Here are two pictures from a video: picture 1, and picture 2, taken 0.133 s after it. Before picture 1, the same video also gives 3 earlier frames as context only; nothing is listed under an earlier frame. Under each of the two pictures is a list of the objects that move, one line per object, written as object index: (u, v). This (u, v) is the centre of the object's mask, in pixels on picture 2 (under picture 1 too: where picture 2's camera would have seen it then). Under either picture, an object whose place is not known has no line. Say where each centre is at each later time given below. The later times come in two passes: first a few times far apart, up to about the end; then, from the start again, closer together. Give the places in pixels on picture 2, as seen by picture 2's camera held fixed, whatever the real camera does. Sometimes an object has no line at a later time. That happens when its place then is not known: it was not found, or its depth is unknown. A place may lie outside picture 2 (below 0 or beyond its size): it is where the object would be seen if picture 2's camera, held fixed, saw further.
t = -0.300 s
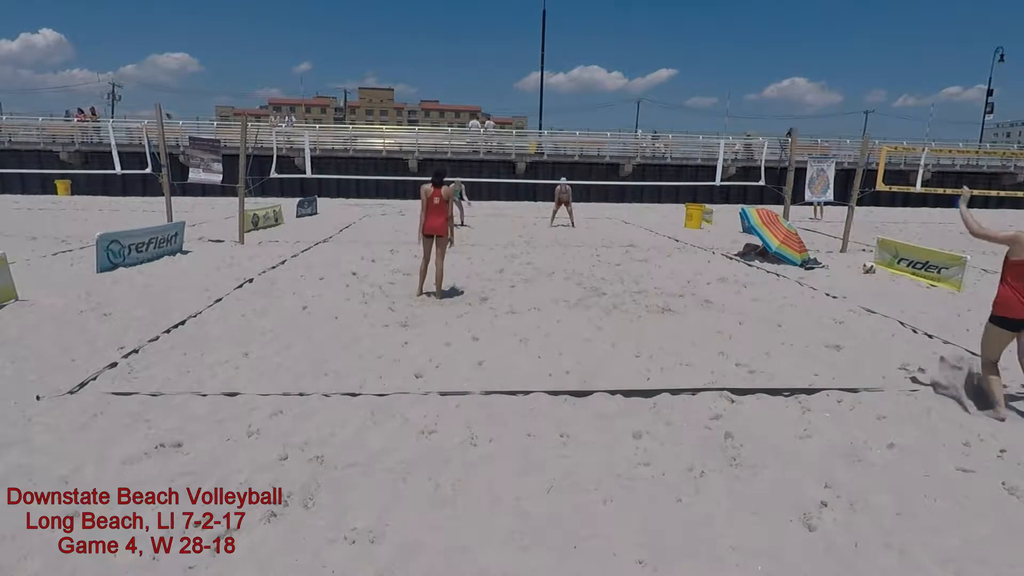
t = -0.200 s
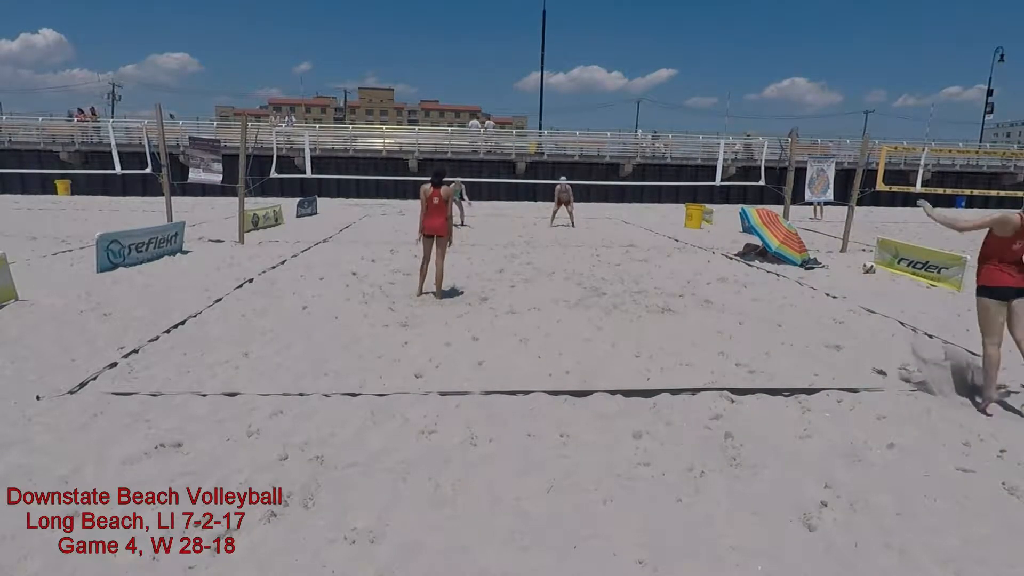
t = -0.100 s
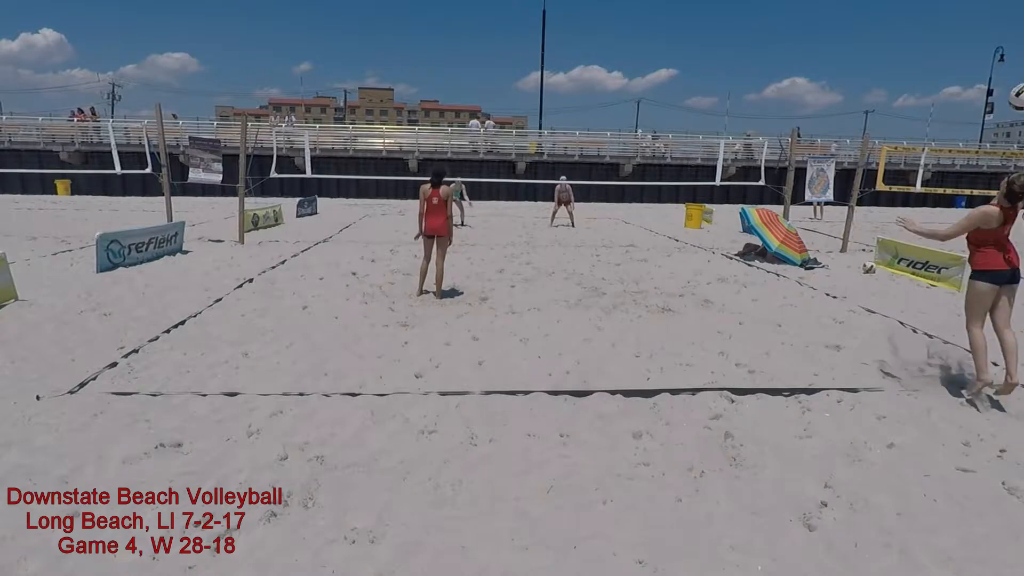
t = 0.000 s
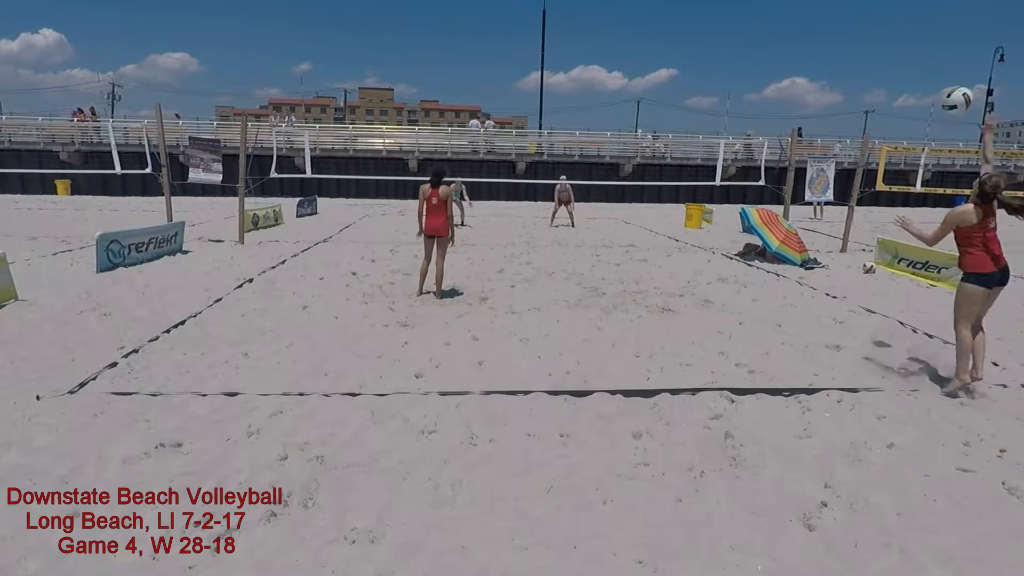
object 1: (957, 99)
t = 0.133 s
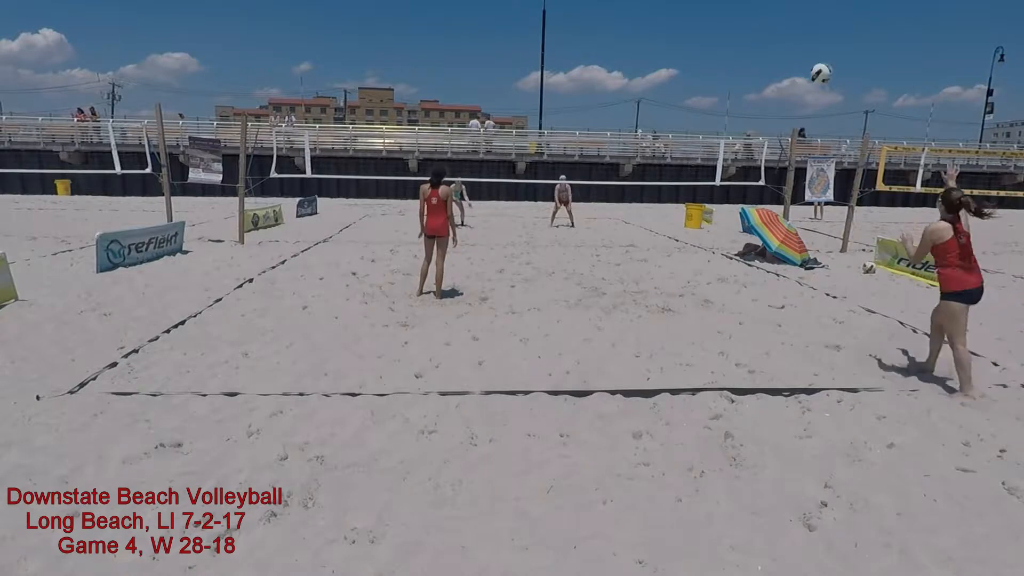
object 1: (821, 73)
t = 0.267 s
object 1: (732, 70)
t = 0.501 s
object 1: (634, 90)
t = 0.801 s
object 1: (563, 146)
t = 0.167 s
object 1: (795, 71)
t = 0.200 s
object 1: (771, 70)
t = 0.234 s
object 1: (750, 70)
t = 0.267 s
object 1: (732, 70)
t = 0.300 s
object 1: (714, 71)
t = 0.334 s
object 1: (698, 73)
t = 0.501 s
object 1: (634, 90)
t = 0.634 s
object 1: (597, 112)
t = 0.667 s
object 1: (589, 117)
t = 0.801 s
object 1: (563, 146)
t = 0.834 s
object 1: (557, 152)
